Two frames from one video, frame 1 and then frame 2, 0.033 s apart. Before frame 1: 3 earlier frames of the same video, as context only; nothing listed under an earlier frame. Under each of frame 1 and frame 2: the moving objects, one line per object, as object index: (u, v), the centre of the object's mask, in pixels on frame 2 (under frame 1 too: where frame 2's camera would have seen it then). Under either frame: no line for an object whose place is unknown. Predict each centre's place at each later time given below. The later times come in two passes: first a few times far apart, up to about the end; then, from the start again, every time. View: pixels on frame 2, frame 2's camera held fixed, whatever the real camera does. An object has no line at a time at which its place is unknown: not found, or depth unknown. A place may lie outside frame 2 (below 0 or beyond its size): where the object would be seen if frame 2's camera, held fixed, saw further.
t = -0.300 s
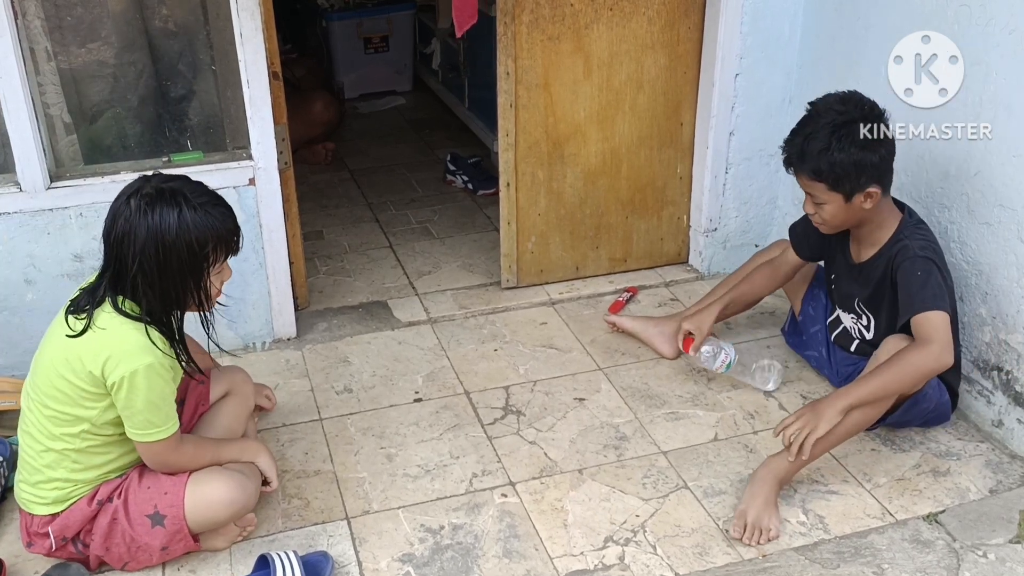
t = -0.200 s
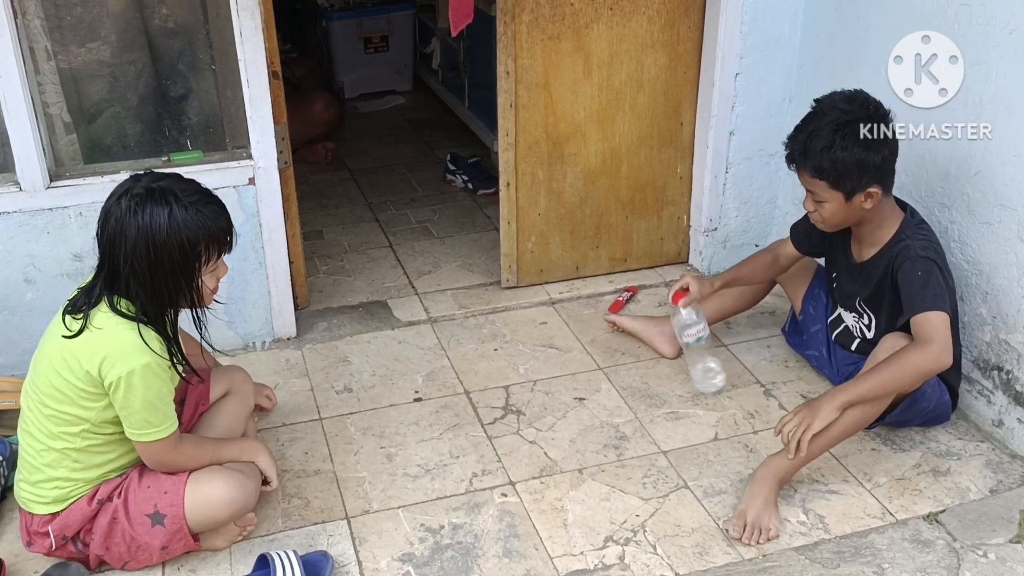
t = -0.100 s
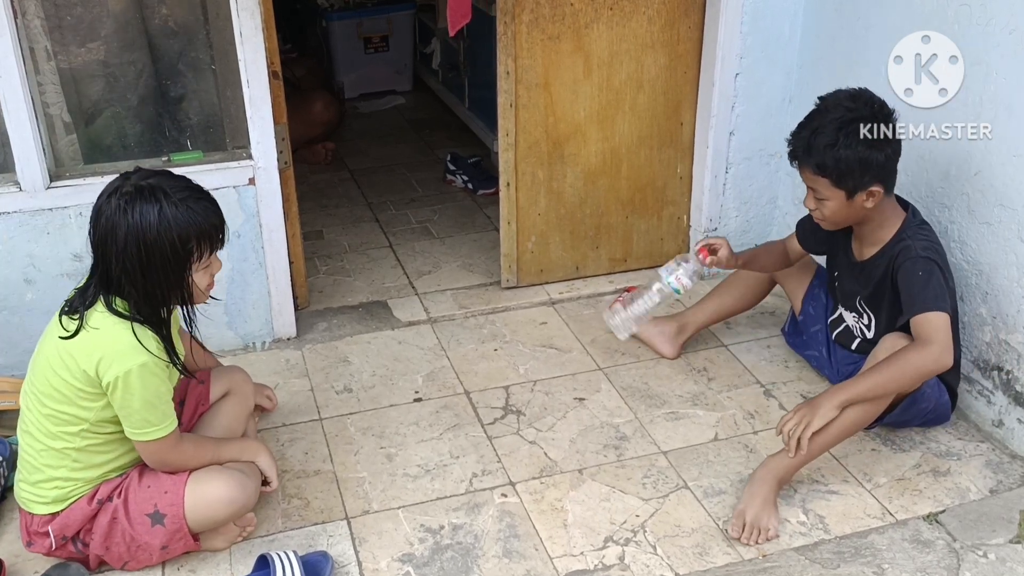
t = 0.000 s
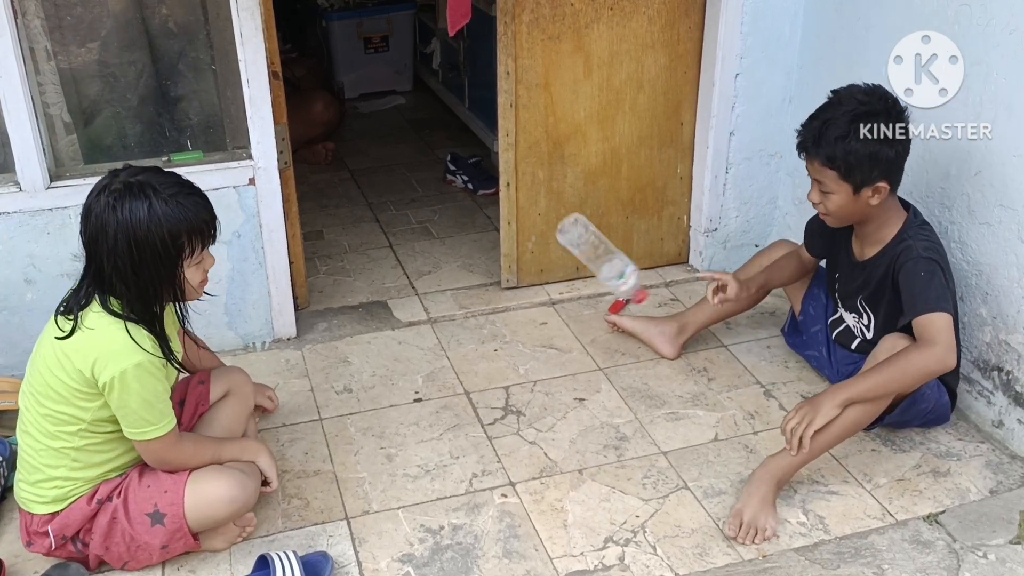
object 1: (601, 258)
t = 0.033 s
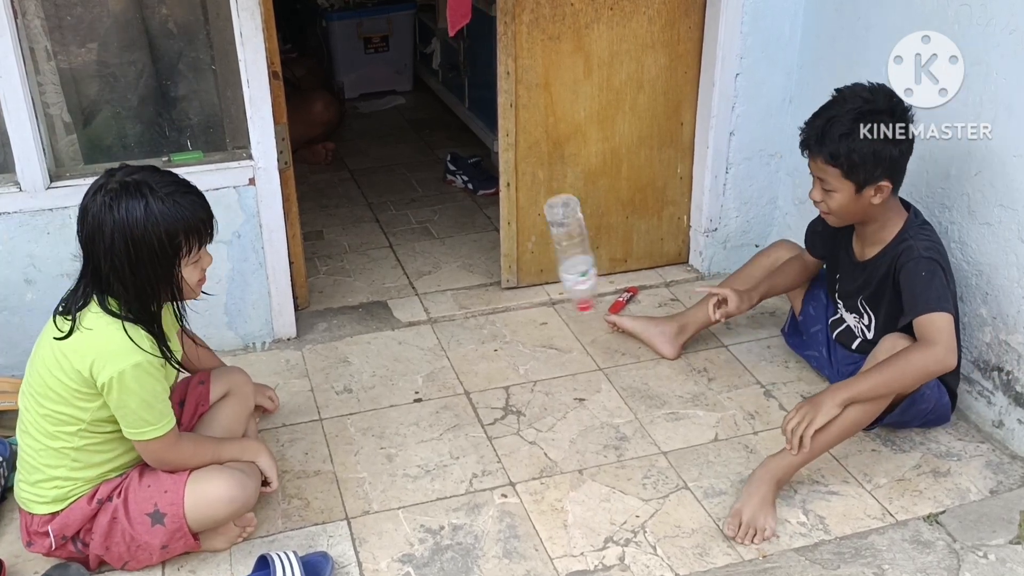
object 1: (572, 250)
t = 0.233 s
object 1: (430, 217)
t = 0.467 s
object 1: (385, 439)
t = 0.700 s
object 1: (376, 458)
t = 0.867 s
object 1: (378, 464)
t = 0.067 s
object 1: (541, 242)
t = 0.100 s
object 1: (510, 233)
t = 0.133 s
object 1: (482, 223)
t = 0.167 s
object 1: (459, 215)
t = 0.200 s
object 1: (442, 212)
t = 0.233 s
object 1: (430, 217)
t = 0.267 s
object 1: (421, 230)
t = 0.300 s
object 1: (414, 254)
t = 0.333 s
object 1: (408, 285)
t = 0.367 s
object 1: (401, 325)
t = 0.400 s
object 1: (392, 373)
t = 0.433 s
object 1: (383, 424)
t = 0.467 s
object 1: (385, 439)
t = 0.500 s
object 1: (378, 449)
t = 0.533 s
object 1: (377, 453)
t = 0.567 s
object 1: (376, 454)
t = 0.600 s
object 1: (375, 455)
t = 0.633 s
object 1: (374, 456)
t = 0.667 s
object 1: (376, 458)
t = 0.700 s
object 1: (376, 458)
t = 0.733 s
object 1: (376, 459)
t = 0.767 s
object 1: (376, 459)
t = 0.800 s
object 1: (376, 460)
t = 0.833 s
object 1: (379, 463)
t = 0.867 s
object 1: (378, 464)
